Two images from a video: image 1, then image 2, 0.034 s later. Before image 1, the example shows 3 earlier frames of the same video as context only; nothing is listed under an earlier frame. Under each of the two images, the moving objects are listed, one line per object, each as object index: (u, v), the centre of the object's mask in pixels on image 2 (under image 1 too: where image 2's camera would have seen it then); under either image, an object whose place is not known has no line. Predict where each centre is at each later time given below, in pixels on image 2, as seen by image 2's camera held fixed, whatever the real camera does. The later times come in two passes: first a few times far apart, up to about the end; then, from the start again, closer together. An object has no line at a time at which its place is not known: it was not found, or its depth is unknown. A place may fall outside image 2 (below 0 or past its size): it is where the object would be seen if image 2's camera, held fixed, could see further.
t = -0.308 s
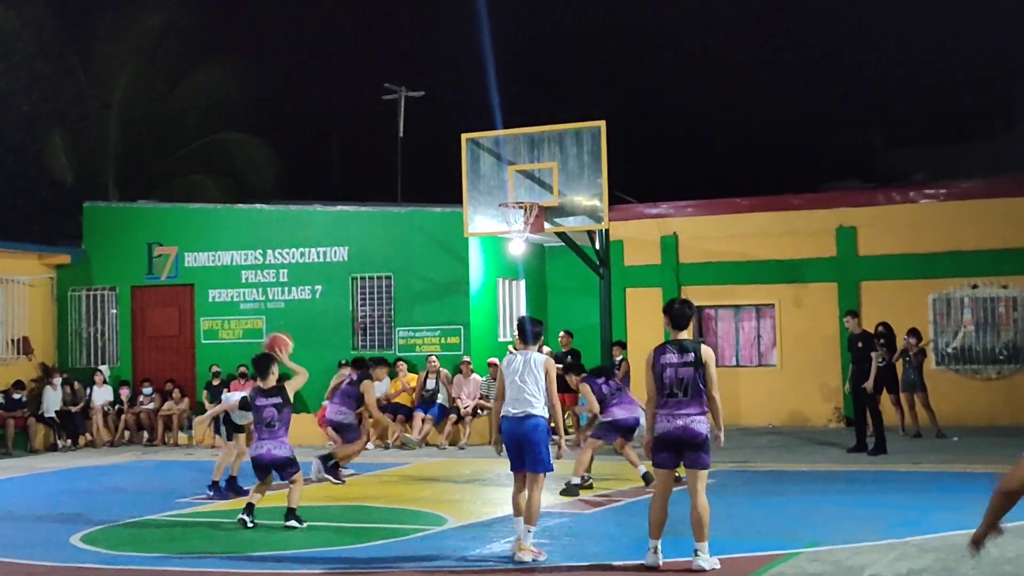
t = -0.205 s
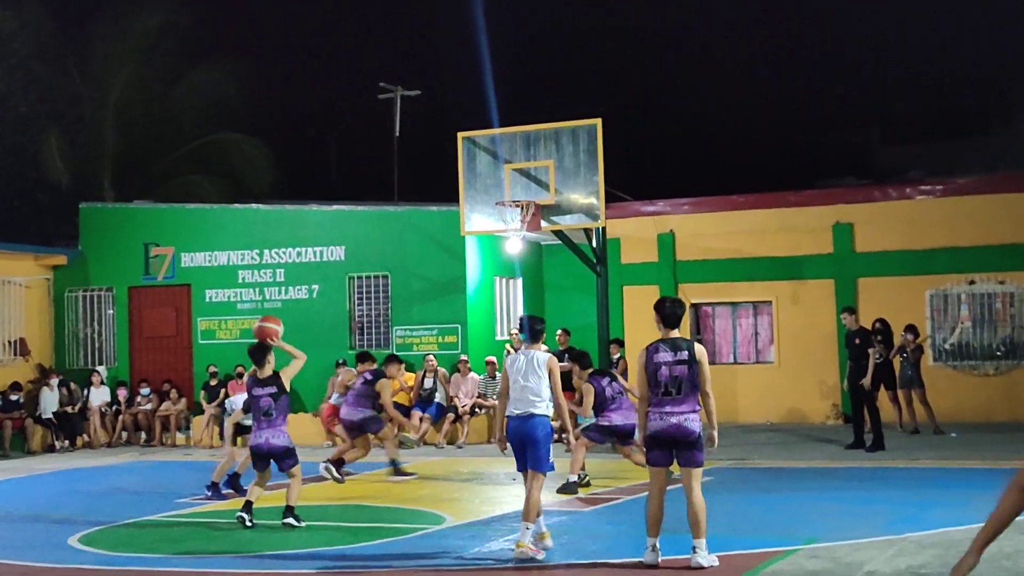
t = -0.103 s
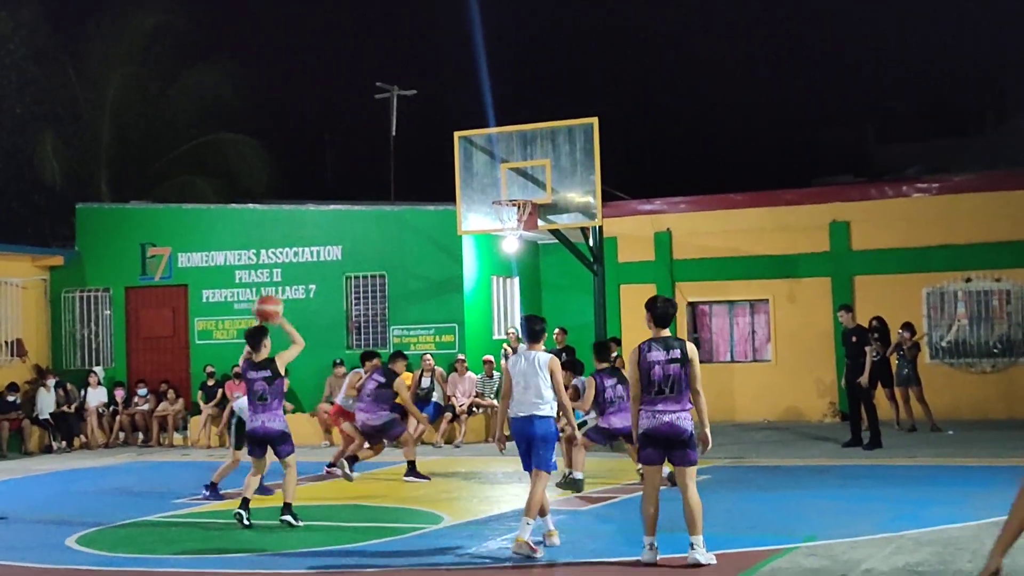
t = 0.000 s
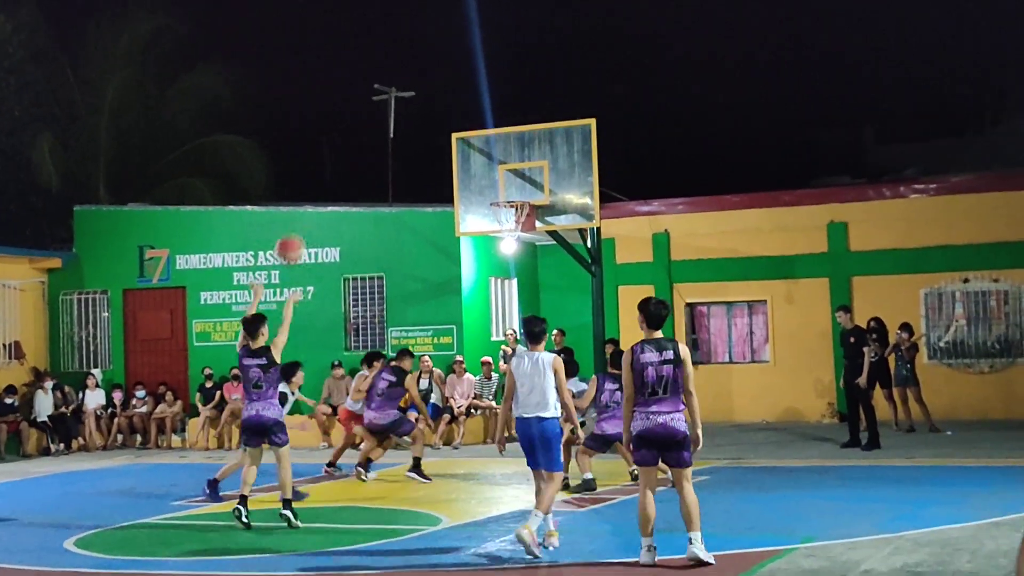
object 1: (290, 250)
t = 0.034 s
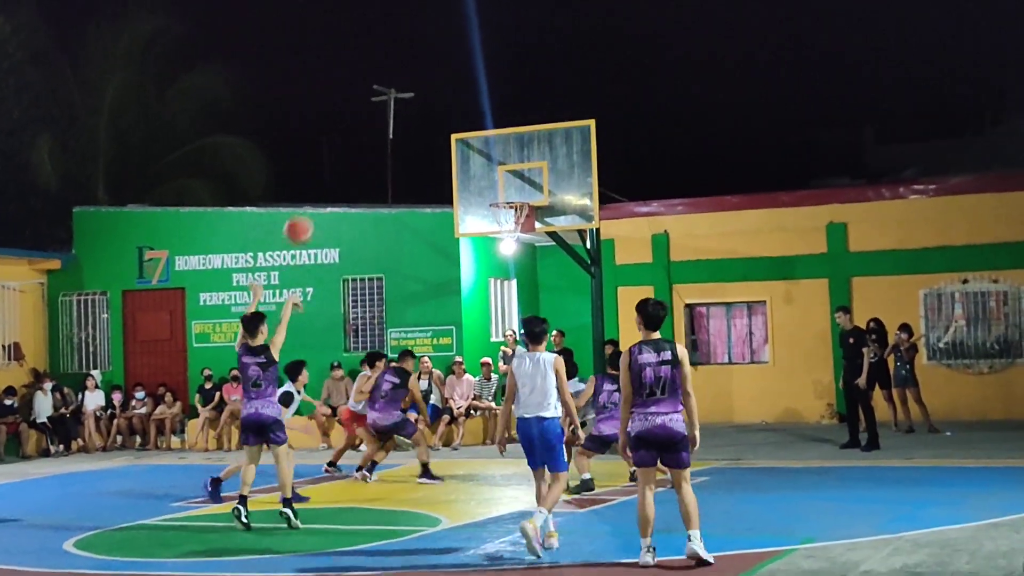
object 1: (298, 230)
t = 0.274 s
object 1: (357, 130)
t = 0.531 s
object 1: (413, 97)
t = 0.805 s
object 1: (465, 129)
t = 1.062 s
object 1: (509, 213)
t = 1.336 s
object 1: (522, 253)
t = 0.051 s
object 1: (303, 219)
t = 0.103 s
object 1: (316, 193)
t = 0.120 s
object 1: (320, 186)
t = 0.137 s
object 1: (324, 178)
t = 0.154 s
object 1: (329, 170)
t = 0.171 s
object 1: (332, 164)
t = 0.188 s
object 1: (336, 157)
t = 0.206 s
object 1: (340, 151)
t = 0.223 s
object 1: (344, 145)
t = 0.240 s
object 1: (349, 140)
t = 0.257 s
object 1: (353, 135)
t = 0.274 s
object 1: (357, 130)
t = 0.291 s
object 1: (361, 125)
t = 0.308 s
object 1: (365, 121)
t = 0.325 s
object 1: (369, 118)
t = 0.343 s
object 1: (372, 114)
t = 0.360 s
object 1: (376, 111)
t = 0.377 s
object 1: (380, 109)
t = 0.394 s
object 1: (384, 106)
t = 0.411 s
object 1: (388, 104)
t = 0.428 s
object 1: (392, 102)
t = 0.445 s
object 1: (395, 100)
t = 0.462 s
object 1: (398, 99)
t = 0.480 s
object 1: (402, 98)
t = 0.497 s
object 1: (406, 97)
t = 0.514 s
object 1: (409, 97)
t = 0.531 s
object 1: (413, 97)
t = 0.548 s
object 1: (416, 97)
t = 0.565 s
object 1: (419, 98)
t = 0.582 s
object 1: (423, 98)
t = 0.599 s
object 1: (427, 99)
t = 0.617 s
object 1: (430, 100)
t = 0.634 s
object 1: (433, 102)
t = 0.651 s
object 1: (437, 103)
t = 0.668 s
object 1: (440, 105)
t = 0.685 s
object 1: (443, 108)
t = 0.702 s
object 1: (447, 110)
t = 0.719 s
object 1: (450, 112)
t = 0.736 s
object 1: (453, 116)
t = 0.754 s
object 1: (456, 119)
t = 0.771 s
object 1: (459, 122)
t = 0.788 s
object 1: (462, 125)
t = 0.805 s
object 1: (465, 129)
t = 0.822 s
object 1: (468, 133)
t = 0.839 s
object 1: (472, 138)
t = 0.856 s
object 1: (475, 143)
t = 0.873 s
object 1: (479, 148)
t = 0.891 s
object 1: (482, 151)
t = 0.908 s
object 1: (485, 157)
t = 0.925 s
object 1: (488, 162)
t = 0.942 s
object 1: (491, 168)
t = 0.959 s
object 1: (493, 174)
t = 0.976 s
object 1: (497, 180)
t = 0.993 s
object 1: (500, 187)
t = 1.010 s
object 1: (502, 194)
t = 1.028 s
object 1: (506, 197)
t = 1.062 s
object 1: (509, 213)
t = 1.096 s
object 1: (511, 220)
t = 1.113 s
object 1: (514, 222)
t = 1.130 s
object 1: (514, 222)
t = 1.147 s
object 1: (514, 223)
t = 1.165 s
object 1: (516, 226)
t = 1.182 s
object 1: (517, 227)
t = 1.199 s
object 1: (518, 229)
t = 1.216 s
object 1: (519, 230)
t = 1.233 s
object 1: (518, 233)
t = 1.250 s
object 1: (520, 233)
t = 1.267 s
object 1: (521, 234)
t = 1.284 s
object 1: (521, 238)
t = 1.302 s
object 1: (521, 245)
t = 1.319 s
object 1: (522, 248)
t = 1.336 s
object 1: (522, 253)
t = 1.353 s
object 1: (521, 258)
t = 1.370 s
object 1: (521, 262)
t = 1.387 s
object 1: (520, 266)
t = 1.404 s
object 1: (521, 270)
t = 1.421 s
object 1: (521, 276)
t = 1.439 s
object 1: (521, 282)
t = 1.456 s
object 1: (522, 287)
